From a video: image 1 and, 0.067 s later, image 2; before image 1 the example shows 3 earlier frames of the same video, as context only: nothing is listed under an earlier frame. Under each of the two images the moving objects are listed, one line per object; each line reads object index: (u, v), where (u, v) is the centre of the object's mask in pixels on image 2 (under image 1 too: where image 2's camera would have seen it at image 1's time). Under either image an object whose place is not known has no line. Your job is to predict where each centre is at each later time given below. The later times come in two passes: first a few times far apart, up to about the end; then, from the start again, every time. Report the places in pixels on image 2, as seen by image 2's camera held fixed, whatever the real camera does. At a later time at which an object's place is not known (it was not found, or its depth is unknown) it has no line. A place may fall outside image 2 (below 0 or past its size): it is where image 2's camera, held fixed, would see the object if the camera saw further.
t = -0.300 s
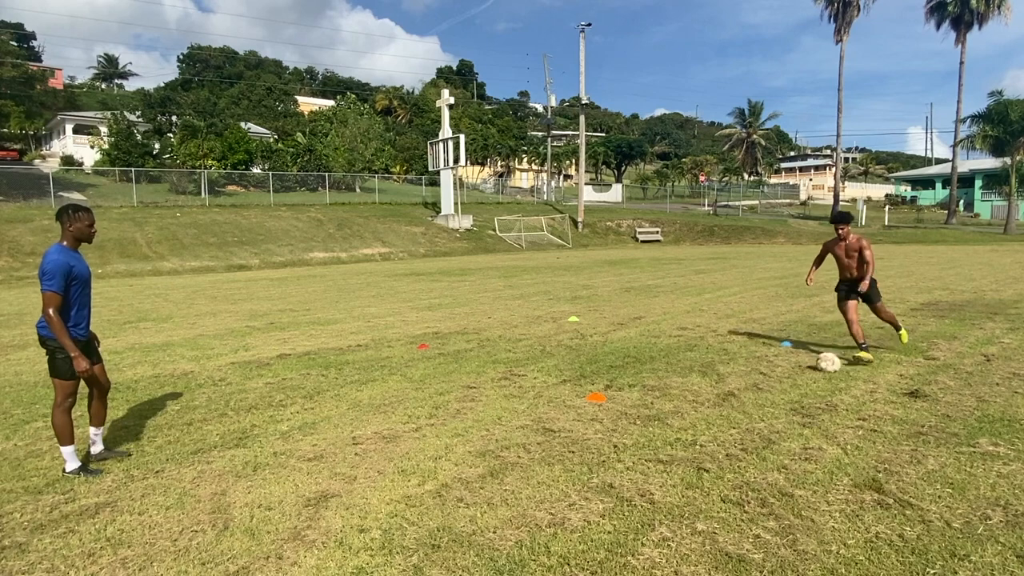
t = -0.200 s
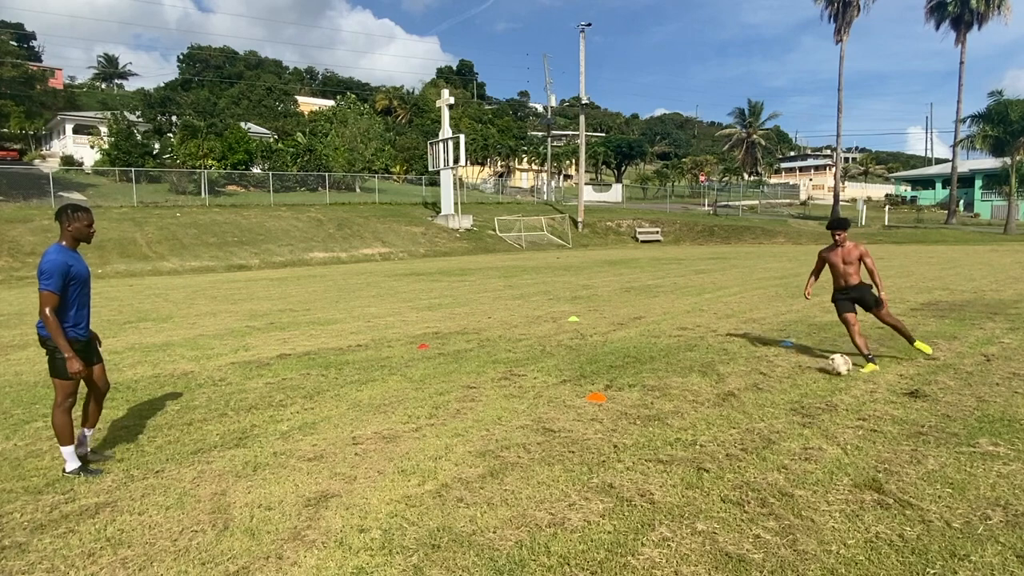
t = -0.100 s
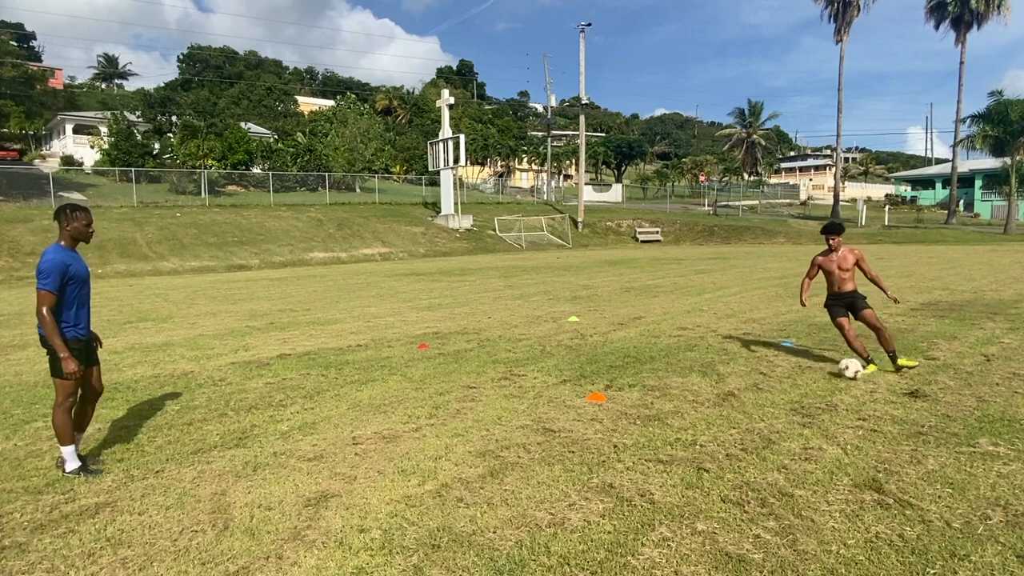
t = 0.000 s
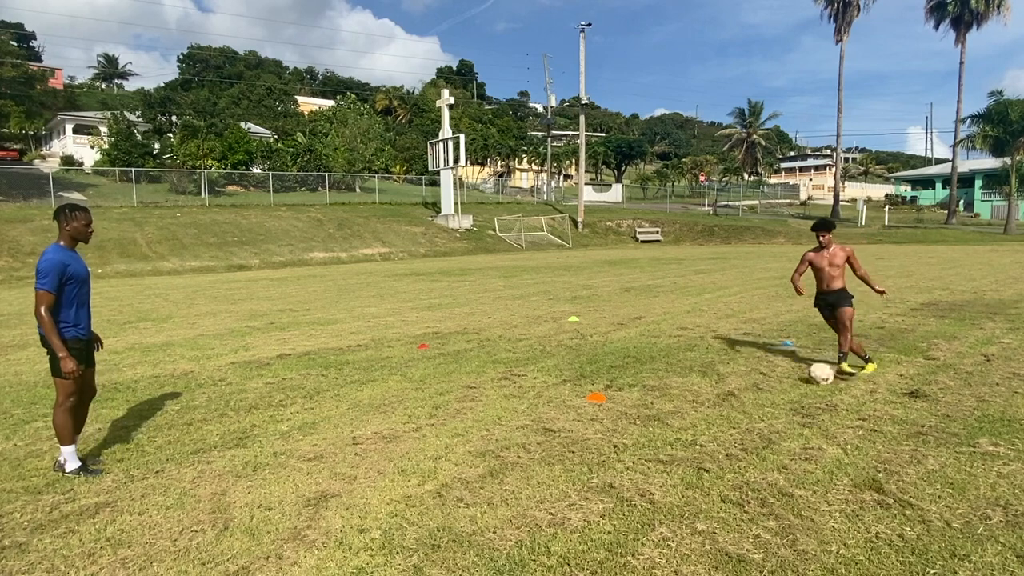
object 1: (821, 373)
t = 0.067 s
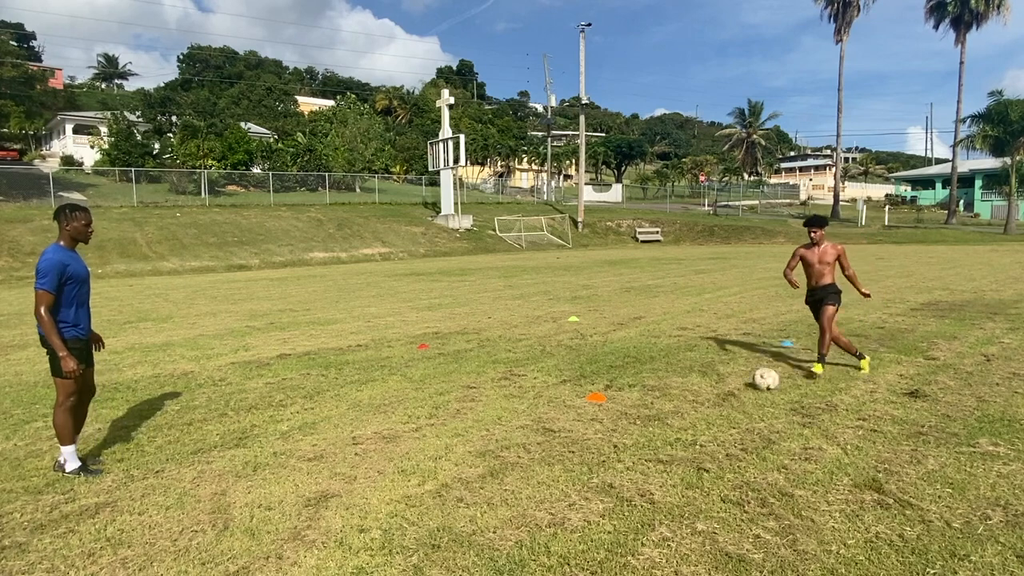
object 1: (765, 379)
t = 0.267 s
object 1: (601, 400)
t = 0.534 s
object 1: (393, 426)
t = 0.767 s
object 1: (213, 450)
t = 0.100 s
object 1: (740, 381)
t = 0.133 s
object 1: (712, 384)
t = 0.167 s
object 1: (685, 387)
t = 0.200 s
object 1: (657, 392)
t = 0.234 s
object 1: (629, 396)
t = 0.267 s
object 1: (601, 400)
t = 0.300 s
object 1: (575, 402)
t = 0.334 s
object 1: (550, 404)
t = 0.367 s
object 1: (524, 408)
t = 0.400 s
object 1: (497, 412)
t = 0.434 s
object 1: (470, 417)
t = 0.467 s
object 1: (443, 422)
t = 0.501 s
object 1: (418, 424)
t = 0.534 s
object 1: (393, 426)
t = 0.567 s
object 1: (367, 429)
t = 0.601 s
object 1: (342, 433)
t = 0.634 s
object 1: (316, 437)
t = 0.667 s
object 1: (290, 442)
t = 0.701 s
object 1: (264, 446)
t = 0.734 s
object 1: (239, 449)
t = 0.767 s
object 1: (213, 450)
